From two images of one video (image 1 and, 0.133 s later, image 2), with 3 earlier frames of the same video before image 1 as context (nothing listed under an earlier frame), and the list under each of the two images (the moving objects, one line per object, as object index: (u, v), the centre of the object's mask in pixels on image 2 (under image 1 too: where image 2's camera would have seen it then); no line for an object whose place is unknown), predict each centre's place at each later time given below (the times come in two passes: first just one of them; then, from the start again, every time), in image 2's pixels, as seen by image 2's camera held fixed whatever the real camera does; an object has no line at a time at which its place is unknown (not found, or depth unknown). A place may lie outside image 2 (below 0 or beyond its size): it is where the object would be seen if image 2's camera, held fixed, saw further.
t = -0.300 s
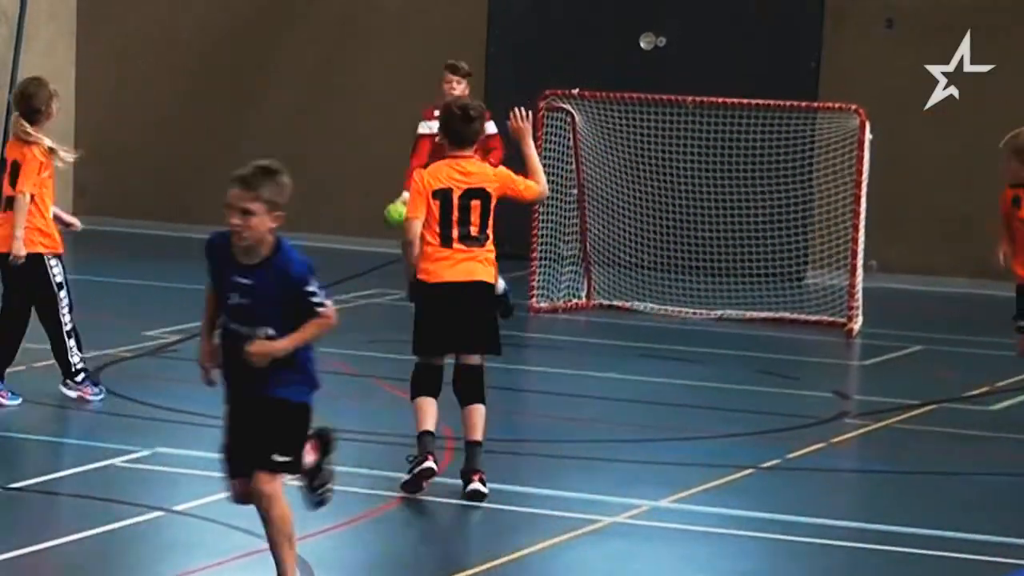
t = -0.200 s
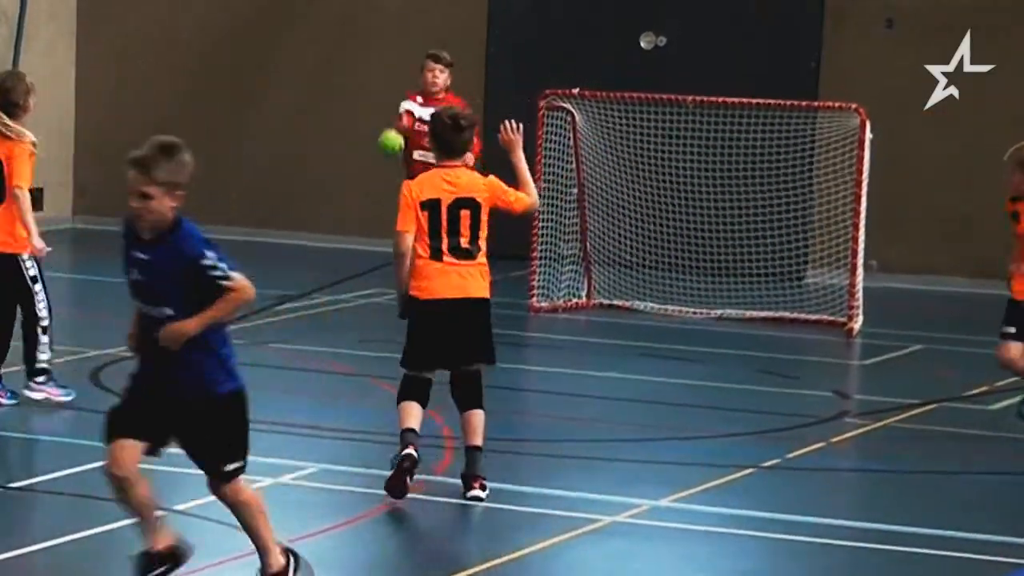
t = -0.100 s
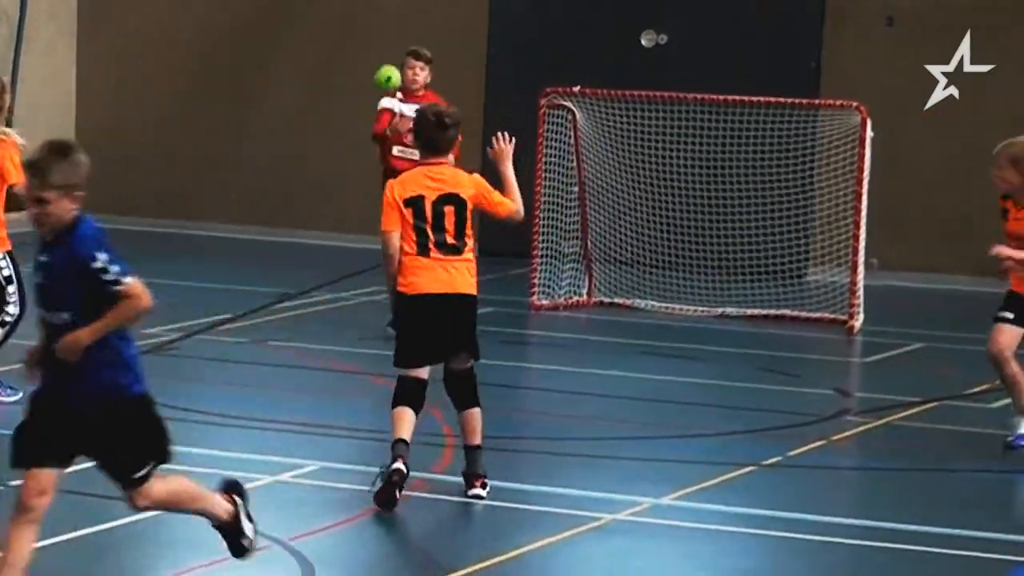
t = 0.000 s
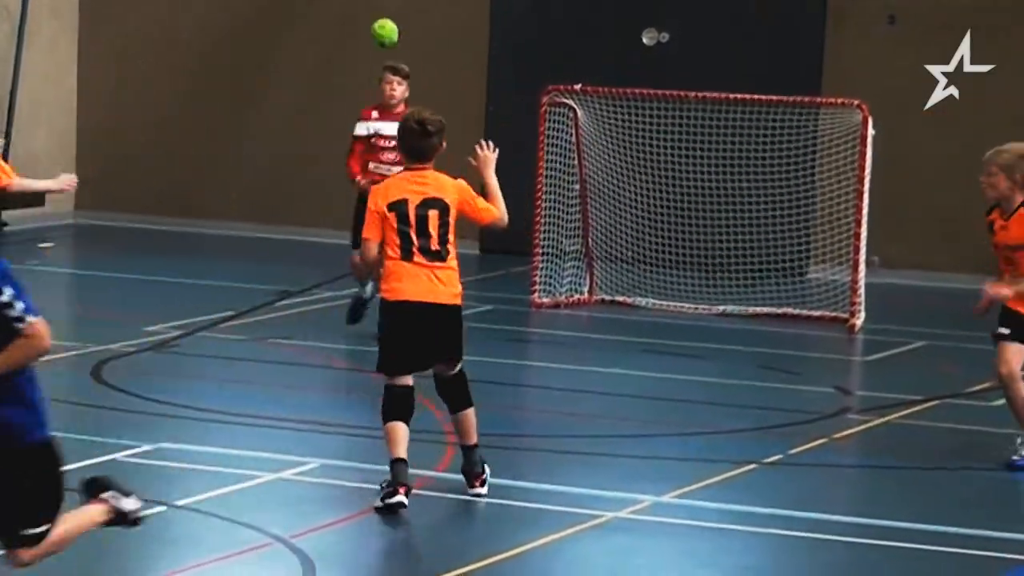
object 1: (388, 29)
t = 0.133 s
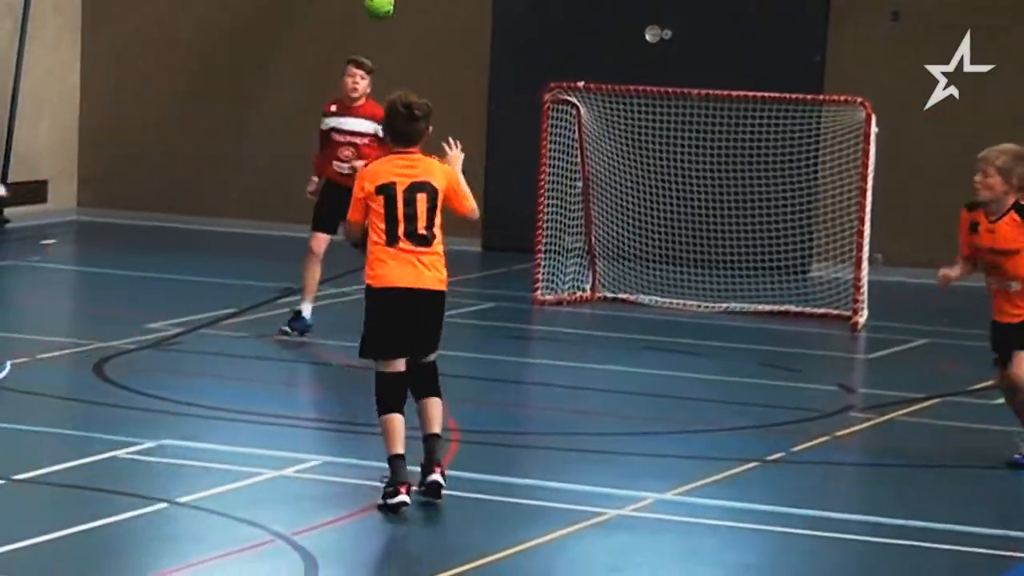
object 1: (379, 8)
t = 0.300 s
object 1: (367, 30)
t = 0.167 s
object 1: (378, 8)
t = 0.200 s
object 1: (376, 10)
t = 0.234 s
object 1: (372, 14)
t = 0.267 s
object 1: (371, 18)
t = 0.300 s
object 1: (367, 30)
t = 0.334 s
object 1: (364, 47)
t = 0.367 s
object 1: (362, 58)
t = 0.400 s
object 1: (358, 81)
